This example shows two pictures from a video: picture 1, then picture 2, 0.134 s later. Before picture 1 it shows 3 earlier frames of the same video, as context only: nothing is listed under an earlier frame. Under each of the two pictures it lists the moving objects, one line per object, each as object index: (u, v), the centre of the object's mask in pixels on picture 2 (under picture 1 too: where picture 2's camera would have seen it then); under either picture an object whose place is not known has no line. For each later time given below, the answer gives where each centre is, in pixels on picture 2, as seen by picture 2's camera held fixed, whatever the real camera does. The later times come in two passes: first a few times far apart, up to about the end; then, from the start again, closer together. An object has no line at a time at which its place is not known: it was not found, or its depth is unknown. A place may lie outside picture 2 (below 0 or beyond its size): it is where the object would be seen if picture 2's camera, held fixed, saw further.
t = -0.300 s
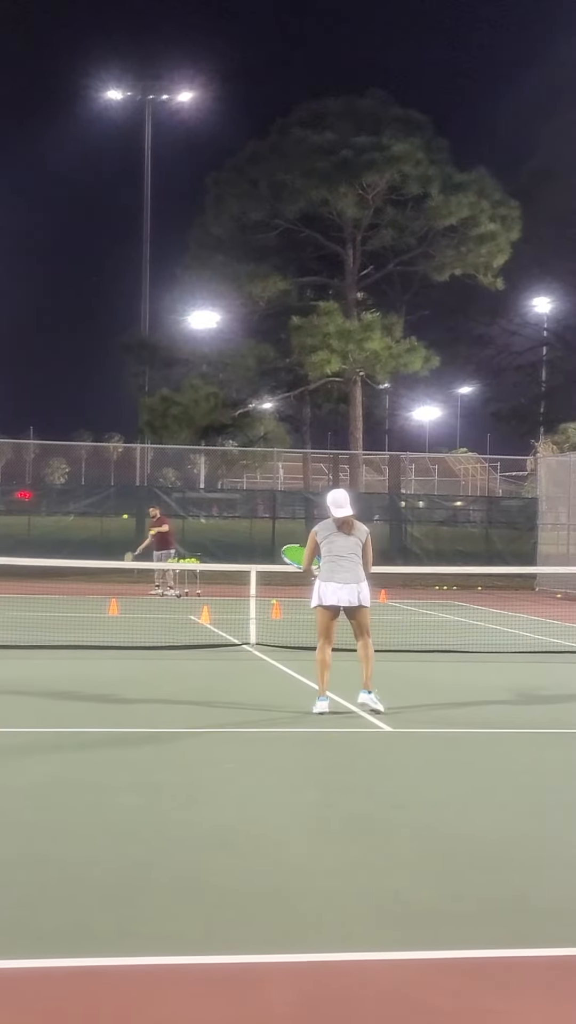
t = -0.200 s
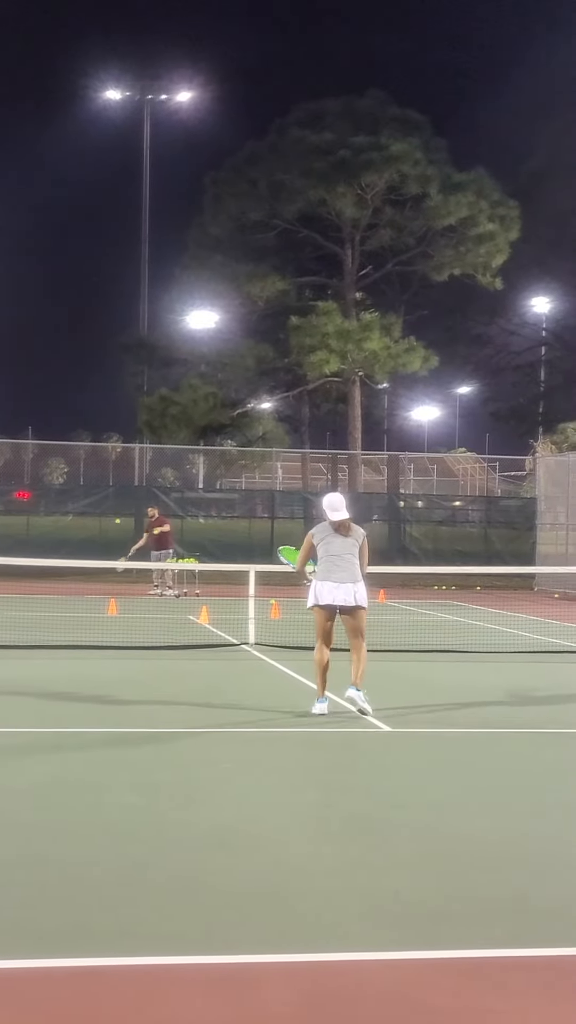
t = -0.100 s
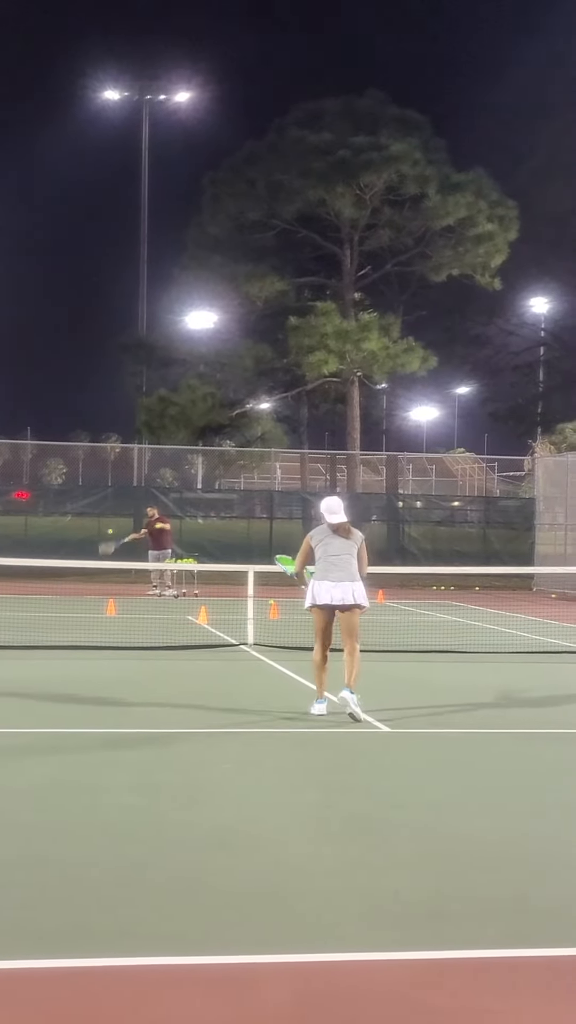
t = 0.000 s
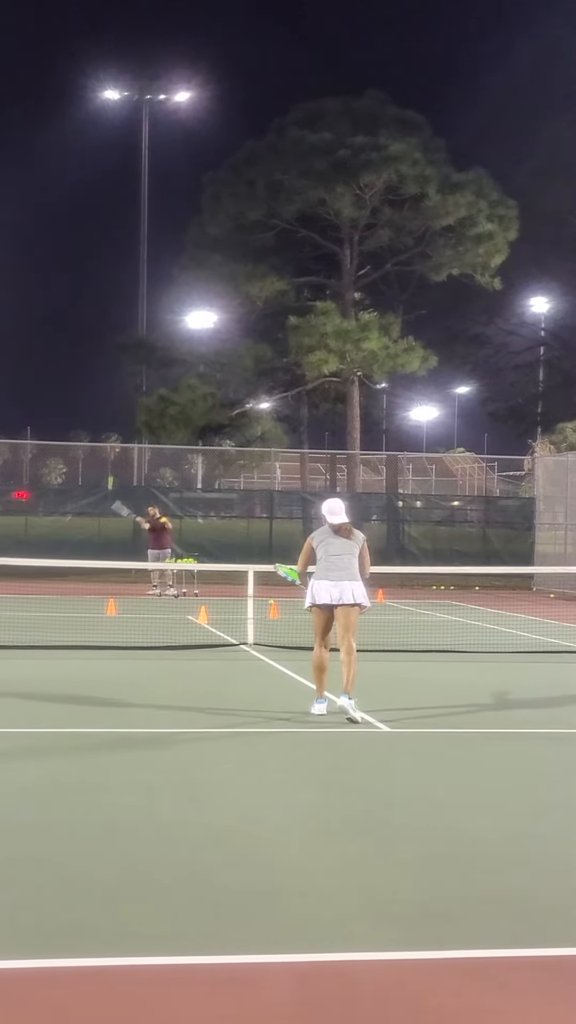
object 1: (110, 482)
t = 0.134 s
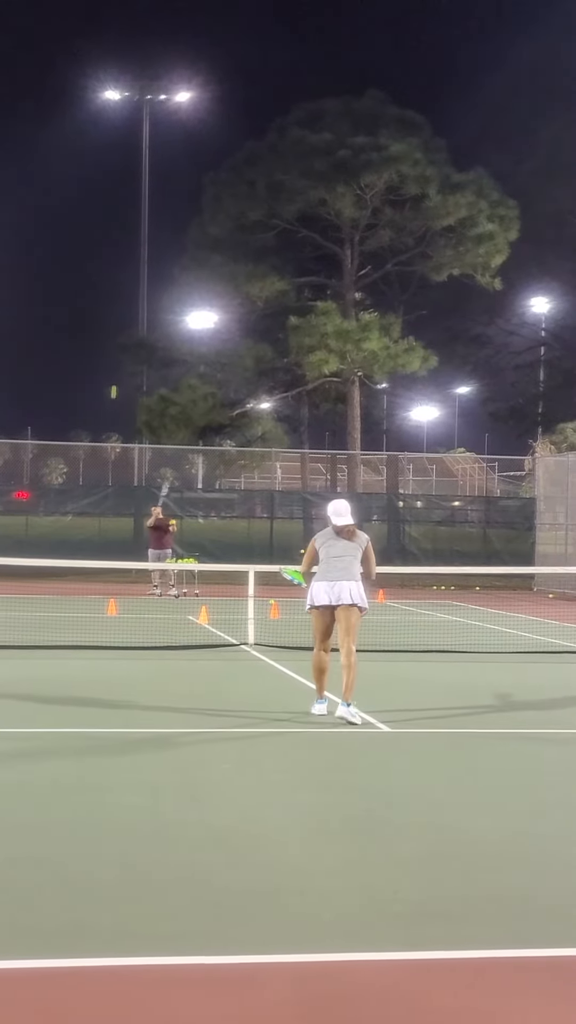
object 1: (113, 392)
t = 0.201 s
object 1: (114, 349)
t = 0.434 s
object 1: (116, 208)
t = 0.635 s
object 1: (119, 102)
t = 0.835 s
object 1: (125, 18)
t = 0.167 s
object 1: (113, 370)
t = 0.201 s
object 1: (114, 349)
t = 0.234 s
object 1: (115, 328)
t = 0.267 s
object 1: (115, 307)
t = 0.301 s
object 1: (115, 287)
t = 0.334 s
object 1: (116, 266)
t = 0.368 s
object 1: (116, 247)
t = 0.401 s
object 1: (117, 228)
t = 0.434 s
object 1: (116, 208)
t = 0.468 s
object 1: (117, 190)
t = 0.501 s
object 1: (118, 172)
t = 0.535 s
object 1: (119, 154)
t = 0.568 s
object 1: (120, 137)
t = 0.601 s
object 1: (121, 121)
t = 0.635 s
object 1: (119, 102)
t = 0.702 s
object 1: (122, 73)
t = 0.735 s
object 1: (122, 58)
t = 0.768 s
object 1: (123, 44)
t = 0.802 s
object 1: (124, 31)
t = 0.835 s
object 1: (125, 18)
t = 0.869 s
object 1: (125, 5)
